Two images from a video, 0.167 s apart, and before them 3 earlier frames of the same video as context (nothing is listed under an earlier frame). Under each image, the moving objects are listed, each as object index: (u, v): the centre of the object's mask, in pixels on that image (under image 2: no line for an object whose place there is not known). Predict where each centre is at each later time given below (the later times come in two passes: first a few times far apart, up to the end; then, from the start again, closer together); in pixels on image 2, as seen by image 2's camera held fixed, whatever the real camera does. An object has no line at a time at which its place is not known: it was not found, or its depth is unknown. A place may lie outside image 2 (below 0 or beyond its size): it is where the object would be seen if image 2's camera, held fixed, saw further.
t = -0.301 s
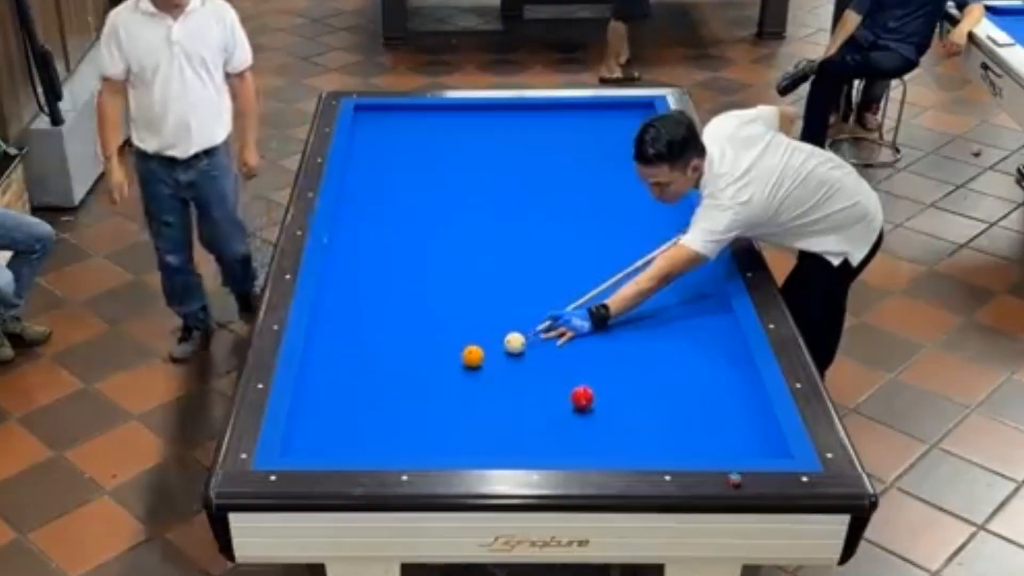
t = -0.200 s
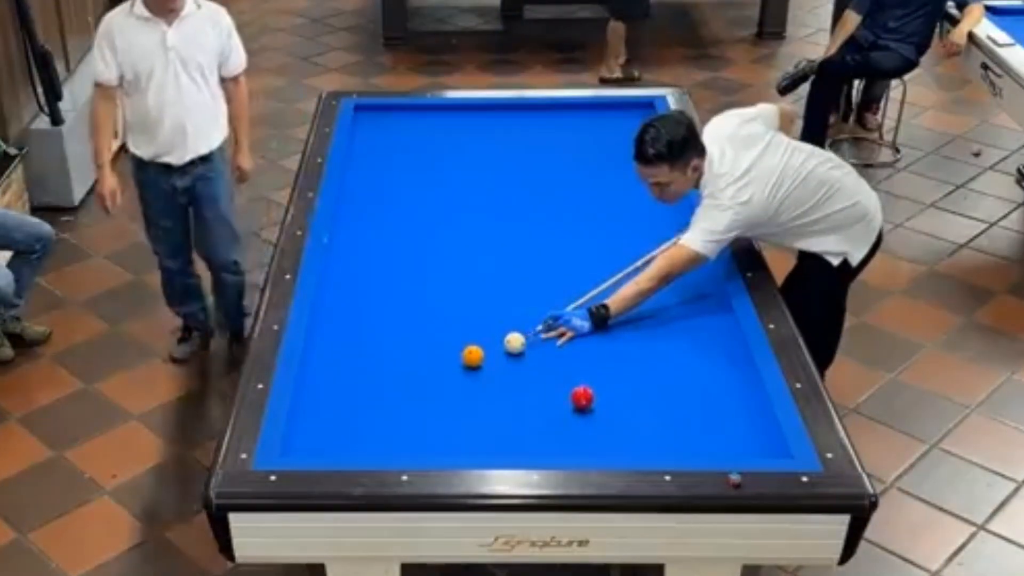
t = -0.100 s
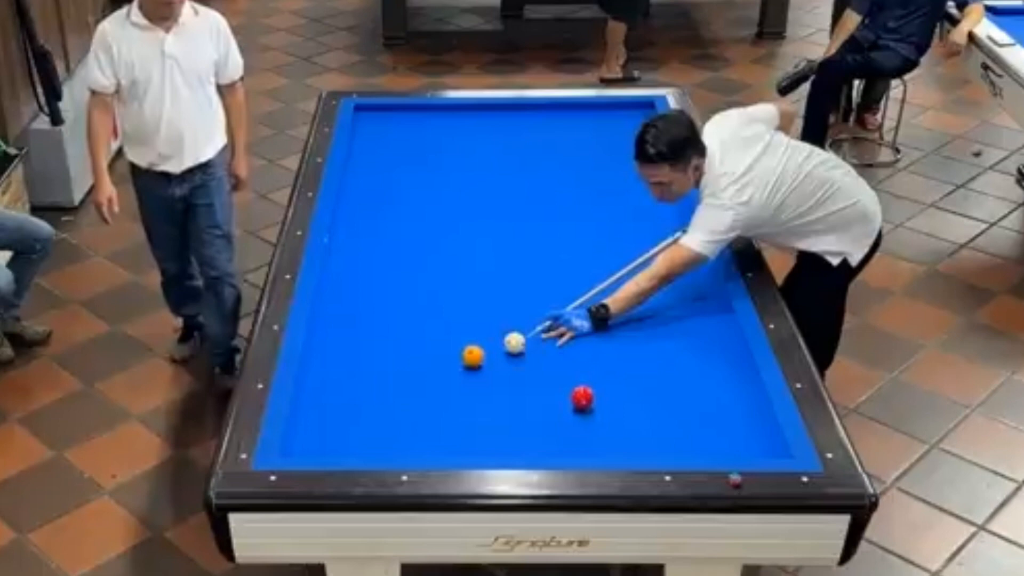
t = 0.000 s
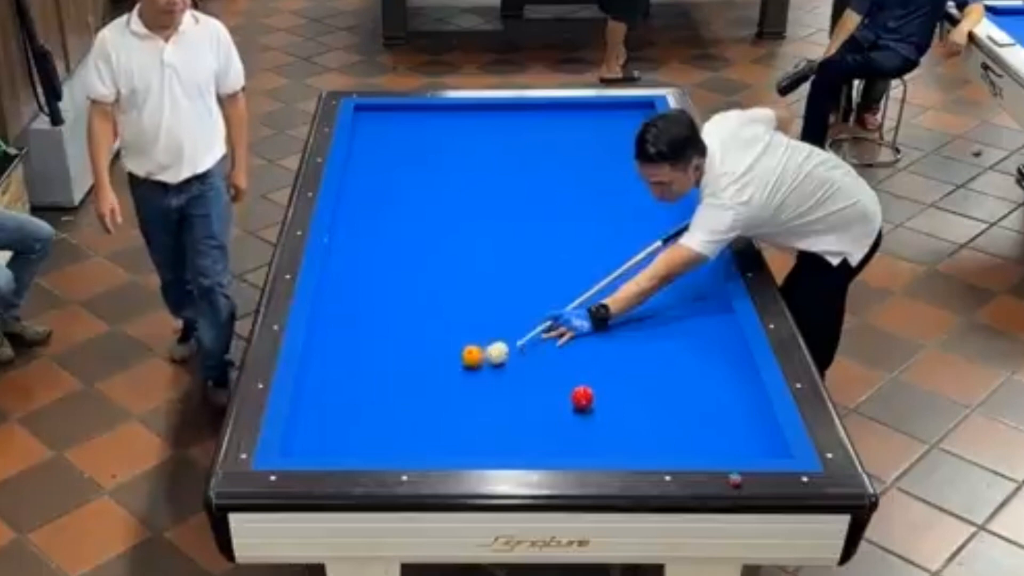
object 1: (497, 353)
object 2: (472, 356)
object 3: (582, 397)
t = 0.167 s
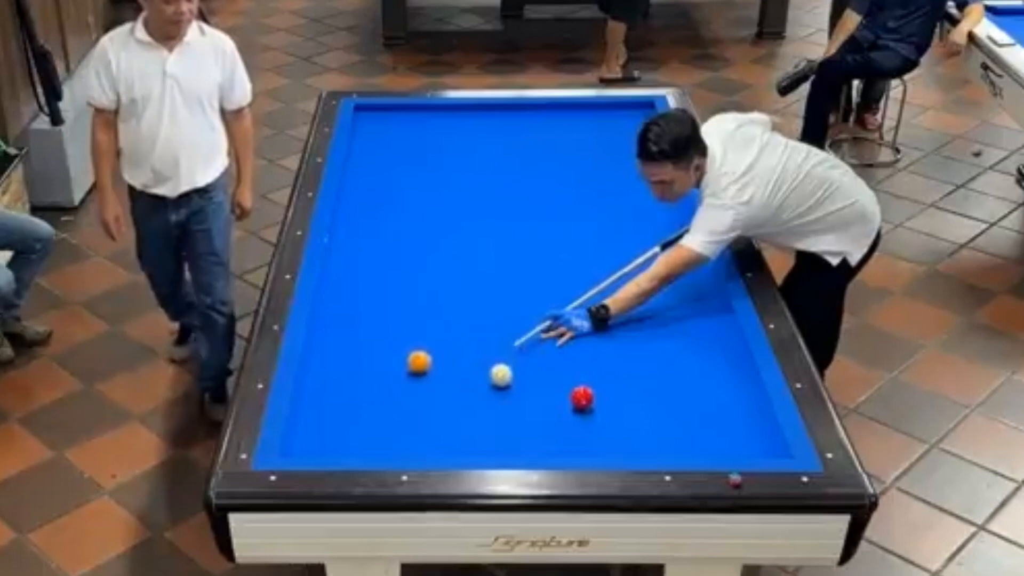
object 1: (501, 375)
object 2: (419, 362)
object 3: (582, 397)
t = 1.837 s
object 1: (602, 408)
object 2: (502, 408)
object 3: (582, 391)
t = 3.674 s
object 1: (693, 391)
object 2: (756, 448)
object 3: (582, 360)
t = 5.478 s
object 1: (727, 385)
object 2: (702, 446)
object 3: (584, 356)
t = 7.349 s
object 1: (728, 385)
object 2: (676, 441)
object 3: (584, 356)
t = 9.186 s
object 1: (728, 385)
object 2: (675, 440)
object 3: (584, 356)
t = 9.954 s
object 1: (728, 385)
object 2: (675, 440)
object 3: (584, 356)
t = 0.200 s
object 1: (502, 378)
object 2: (409, 363)
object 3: (582, 397)
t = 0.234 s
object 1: (504, 382)
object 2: (399, 364)
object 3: (582, 397)
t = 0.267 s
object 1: (505, 386)
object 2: (390, 365)
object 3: (582, 397)
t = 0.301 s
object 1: (506, 389)
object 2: (381, 366)
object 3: (582, 397)
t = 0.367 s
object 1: (509, 396)
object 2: (362, 369)
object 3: (582, 397)
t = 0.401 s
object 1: (511, 400)
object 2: (352, 369)
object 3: (582, 397)
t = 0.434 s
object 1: (512, 404)
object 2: (343, 370)
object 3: (582, 397)
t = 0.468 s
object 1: (513, 407)
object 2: (333, 371)
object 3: (582, 397)
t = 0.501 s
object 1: (515, 411)
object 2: (323, 373)
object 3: (582, 397)
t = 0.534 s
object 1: (516, 415)
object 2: (314, 374)
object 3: (582, 397)
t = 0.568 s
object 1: (518, 419)
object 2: (306, 375)
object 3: (582, 397)
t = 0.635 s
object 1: (521, 426)
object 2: (320, 377)
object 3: (582, 397)
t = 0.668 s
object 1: (522, 430)
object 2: (326, 377)
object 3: (582, 397)
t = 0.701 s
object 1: (524, 434)
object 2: (332, 378)
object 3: (582, 397)
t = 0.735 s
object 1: (526, 438)
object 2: (337, 379)
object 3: (582, 397)
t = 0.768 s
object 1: (527, 442)
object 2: (342, 380)
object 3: (582, 397)
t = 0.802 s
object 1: (529, 444)
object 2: (347, 381)
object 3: (582, 397)
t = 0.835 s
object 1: (531, 448)
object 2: (353, 382)
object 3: (582, 397)
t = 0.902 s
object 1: (535, 448)
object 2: (362, 383)
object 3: (582, 397)
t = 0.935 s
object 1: (538, 446)
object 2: (368, 384)
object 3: (582, 397)
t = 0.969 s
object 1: (540, 445)
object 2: (372, 385)
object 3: (582, 397)
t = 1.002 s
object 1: (543, 443)
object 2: (377, 386)
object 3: (582, 397)
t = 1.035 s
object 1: (545, 442)
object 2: (383, 387)
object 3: (582, 397)
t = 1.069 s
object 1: (548, 440)
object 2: (388, 388)
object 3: (582, 397)
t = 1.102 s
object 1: (550, 438)
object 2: (393, 388)
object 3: (582, 397)
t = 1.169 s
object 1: (555, 434)
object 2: (403, 390)
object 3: (582, 397)
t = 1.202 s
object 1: (558, 432)
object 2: (408, 391)
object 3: (582, 397)
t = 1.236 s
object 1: (560, 430)
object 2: (413, 392)
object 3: (582, 397)
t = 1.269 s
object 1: (563, 429)
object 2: (418, 393)
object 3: (582, 397)
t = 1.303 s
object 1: (565, 427)
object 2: (423, 394)
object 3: (582, 397)
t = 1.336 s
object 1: (567, 425)
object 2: (428, 395)
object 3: (582, 397)
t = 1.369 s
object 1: (569, 423)
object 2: (433, 396)
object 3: (582, 397)
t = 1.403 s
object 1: (572, 422)
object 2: (438, 396)
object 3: (582, 397)
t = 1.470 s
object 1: (576, 418)
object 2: (447, 398)
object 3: (582, 396)
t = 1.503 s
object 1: (579, 417)
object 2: (452, 399)
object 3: (582, 396)
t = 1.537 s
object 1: (580, 415)
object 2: (458, 399)
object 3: (582, 395)
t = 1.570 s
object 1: (583, 413)
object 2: (462, 401)
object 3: (582, 395)
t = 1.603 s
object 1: (585, 412)
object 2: (467, 401)
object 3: (581, 394)
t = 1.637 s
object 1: (588, 411)
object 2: (472, 403)
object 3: (581, 394)
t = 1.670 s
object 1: (590, 410)
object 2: (477, 403)
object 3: (582, 394)
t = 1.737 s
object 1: (594, 409)
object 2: (487, 405)
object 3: (581, 393)
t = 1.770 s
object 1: (597, 409)
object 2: (492, 406)
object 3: (582, 392)
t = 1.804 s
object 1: (599, 408)
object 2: (497, 407)
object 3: (582, 392)
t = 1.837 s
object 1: (602, 408)
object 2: (502, 408)
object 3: (582, 391)
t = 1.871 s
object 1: (603, 407)
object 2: (507, 408)
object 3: (581, 391)
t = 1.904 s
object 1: (605, 407)
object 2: (512, 409)
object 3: (581, 390)
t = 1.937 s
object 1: (607, 407)
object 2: (517, 410)
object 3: (581, 388)
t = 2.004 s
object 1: (611, 406)
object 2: (526, 412)
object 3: (581, 387)
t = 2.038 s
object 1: (613, 405)
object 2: (531, 412)
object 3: (581, 386)
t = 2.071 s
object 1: (615, 405)
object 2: (536, 413)
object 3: (581, 385)
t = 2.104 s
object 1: (617, 404)
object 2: (540, 414)
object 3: (581, 385)
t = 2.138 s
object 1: (620, 404)
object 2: (546, 415)
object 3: (581, 384)
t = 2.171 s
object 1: (621, 404)
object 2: (550, 416)
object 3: (580, 382)
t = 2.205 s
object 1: (624, 403)
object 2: (555, 417)
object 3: (580, 382)
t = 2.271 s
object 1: (627, 402)
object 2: (565, 419)
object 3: (580, 380)
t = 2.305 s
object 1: (630, 402)
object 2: (570, 419)
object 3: (580, 379)
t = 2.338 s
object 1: (631, 402)
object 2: (574, 420)
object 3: (580, 379)
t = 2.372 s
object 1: (633, 402)
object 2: (579, 421)
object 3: (580, 378)
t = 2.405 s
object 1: (635, 401)
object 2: (584, 422)
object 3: (580, 378)
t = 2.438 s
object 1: (637, 401)
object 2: (588, 423)
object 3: (580, 376)
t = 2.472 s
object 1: (639, 401)
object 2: (593, 423)
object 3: (580, 376)
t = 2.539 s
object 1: (642, 399)
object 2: (603, 425)
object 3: (580, 375)
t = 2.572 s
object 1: (644, 399)
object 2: (607, 426)
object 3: (580, 374)
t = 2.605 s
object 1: (646, 399)
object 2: (612, 427)
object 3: (580, 374)
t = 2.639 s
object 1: (648, 399)
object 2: (617, 428)
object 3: (580, 373)
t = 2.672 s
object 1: (650, 398)
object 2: (622, 429)
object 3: (580, 372)
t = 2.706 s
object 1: (651, 398)
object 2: (626, 429)
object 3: (580, 372)
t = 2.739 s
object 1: (653, 398)
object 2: (631, 430)
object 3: (580, 371)
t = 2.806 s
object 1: (656, 397)
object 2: (640, 432)
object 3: (580, 370)
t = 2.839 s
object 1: (658, 397)
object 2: (645, 432)
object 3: (580, 370)
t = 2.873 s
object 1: (659, 396)
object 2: (649, 433)
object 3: (580, 369)
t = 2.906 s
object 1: (660, 396)
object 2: (654, 434)
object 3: (580, 369)
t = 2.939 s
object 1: (662, 396)
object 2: (659, 434)
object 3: (580, 369)
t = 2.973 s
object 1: (664, 396)
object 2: (663, 435)
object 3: (580, 368)
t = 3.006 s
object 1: (665, 396)
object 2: (668, 435)
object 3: (580, 368)
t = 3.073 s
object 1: (669, 395)
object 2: (677, 437)
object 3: (581, 367)
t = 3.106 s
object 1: (670, 395)
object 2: (681, 438)
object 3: (581, 366)
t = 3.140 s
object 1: (672, 395)
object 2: (686, 439)
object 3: (581, 366)
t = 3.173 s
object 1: (673, 394)
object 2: (690, 440)
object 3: (581, 366)
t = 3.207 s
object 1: (675, 395)
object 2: (695, 440)
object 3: (581, 365)
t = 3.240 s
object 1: (676, 394)
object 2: (699, 441)
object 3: (581, 365)
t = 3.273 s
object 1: (677, 394)
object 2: (704, 442)
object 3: (581, 364)
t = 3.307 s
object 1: (679, 394)
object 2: (708, 442)
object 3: (581, 364)
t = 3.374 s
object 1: (682, 393)
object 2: (717, 444)
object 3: (581, 363)
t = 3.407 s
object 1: (683, 393)
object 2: (721, 444)
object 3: (581, 363)
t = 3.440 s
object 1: (684, 393)
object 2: (726, 445)
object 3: (581, 363)
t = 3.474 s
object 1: (685, 393)
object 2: (730, 445)
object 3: (581, 362)
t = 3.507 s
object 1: (687, 392)
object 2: (734, 446)
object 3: (581, 362)
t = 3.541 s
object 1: (688, 392)
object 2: (739, 446)
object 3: (581, 362)
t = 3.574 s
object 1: (689, 392)
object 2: (743, 447)
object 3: (581, 361)
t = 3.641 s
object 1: (692, 391)
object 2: (752, 448)
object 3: (582, 361)
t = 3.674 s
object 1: (693, 391)
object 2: (756, 448)
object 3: (582, 360)
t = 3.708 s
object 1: (694, 391)
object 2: (761, 449)
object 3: (582, 360)
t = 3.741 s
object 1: (695, 391)
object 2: (765, 449)
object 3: (582, 360)
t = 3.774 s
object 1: (696, 391)
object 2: (769, 449)
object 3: (582, 360)
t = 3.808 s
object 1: (697, 391)
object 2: (773, 450)
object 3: (582, 359)
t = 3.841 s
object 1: (698, 390)
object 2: (777, 451)
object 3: (582, 359)
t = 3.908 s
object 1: (701, 390)
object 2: (772, 451)
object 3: (582, 359)
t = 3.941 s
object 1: (702, 390)
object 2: (770, 451)
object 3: (583, 358)
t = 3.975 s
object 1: (703, 390)
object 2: (768, 451)
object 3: (583, 358)
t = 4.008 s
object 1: (704, 390)
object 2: (766, 451)
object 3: (583, 357)
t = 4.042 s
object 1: (705, 390)
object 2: (765, 451)
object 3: (583, 357)
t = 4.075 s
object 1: (706, 389)
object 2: (762, 450)
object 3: (583, 357)
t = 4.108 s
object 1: (706, 389)
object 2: (761, 450)
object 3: (583, 357)
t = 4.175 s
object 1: (708, 389)
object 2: (757, 450)
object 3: (583, 357)
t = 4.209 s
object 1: (709, 389)
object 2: (755, 450)
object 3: (583, 357)
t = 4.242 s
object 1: (710, 389)
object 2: (754, 449)
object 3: (583, 357)
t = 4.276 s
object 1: (711, 389)
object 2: (752, 449)
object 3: (583, 357)
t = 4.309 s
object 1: (712, 388)
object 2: (750, 449)
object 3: (583, 357)
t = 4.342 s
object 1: (713, 388)
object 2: (748, 449)
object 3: (584, 357)
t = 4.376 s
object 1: (713, 388)
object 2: (746, 449)
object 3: (584, 357)
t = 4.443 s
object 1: (715, 388)
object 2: (743, 448)
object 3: (584, 357)
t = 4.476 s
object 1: (716, 388)
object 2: (742, 448)
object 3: (584, 357)
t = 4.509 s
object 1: (716, 388)
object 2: (740, 448)
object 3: (584, 357)
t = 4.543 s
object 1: (717, 388)
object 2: (739, 448)
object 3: (584, 357)
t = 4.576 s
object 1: (718, 387)
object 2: (737, 448)
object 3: (584, 357)
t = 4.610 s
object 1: (718, 387)
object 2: (735, 448)
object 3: (584, 357)
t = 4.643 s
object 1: (719, 387)
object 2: (734, 447)
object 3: (584, 357)
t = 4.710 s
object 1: (720, 387)
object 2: (730, 447)
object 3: (584, 357)
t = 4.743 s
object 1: (721, 387)
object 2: (729, 447)
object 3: (584, 357)
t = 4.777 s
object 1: (721, 386)
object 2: (728, 447)
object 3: (584, 357)
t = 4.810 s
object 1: (722, 386)
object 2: (726, 447)
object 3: (584, 357)
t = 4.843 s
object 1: (722, 386)
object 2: (725, 447)
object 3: (584, 357)
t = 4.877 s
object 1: (723, 386)
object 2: (724, 447)
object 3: (584, 356)
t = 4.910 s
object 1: (723, 386)
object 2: (722, 447)
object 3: (584, 356)
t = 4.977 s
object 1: (724, 386)
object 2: (719, 447)
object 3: (584, 356)
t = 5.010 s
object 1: (724, 386)
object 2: (718, 447)
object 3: (584, 356)
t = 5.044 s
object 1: (725, 386)
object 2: (717, 447)
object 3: (584, 356)
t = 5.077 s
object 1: (725, 386)
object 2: (716, 446)
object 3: (584, 356)
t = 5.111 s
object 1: (726, 386)
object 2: (714, 446)
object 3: (584, 356)
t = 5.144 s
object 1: (726, 386)
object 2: (713, 446)
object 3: (584, 356)
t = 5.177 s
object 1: (726, 385)
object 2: (712, 446)
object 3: (584, 356)
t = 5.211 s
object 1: (726, 385)
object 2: (710, 446)
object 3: (584, 356)
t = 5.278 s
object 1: (727, 385)
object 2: (709, 446)
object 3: (584, 356)
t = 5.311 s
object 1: (727, 385)
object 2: (707, 446)
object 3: (584, 356)
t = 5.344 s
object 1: (727, 385)
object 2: (706, 446)
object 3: (584, 356)
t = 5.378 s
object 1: (727, 385)
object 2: (705, 446)
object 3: (584, 356)
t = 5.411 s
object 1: (727, 385)
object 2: (704, 446)
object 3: (584, 356)
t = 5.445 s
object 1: (727, 385)
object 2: (704, 446)
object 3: (584, 356)
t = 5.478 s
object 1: (727, 385)
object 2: (702, 446)
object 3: (584, 356)
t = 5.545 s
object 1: (727, 385)
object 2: (700, 445)
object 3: (584, 356)
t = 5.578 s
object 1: (728, 384)
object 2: (699, 445)
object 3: (584, 356)
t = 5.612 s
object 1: (728, 384)
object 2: (698, 445)
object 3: (584, 356)
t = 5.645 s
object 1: (728, 384)
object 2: (696, 445)
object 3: (584, 356)
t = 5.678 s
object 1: (728, 384)
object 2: (696, 445)
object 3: (584, 356)
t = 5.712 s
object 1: (728, 384)
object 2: (695, 445)
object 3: (584, 356)
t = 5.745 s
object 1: (728, 384)
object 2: (694, 445)
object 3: (584, 356)
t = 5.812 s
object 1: (728, 384)
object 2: (693, 444)
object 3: (584, 356)
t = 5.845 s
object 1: (728, 384)
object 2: (692, 444)
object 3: (584, 356)
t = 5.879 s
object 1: (728, 385)
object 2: (691, 444)
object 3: (584, 356)
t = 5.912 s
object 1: (728, 385)
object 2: (690, 444)
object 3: (584, 356)
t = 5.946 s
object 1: (728, 385)
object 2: (689, 444)
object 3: (584, 356)
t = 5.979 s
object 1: (728, 385)
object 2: (688, 444)
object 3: (584, 356)
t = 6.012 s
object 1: (728, 385)
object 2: (687, 444)
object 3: (584, 356)
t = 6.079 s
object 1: (728, 385)
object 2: (686, 444)
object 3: (584, 356)
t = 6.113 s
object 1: (728, 385)
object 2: (686, 444)
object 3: (584, 356)
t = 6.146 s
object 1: (728, 385)
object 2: (685, 444)
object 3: (584, 356)
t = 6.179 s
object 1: (728, 385)
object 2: (684, 443)
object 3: (584, 356)
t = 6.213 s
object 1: (728, 385)
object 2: (684, 443)
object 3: (584, 356)
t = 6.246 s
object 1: (728, 385)
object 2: (683, 443)
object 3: (584, 356)
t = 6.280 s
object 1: (728, 385)
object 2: (683, 443)
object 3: (584, 356)
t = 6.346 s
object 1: (728, 385)
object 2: (682, 443)
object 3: (584, 356)
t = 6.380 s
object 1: (728, 385)
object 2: (681, 443)
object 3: (584, 356)
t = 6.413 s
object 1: (728, 385)
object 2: (681, 443)
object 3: (584, 356)
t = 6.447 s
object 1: (728, 385)
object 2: (681, 443)
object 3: (584, 356)
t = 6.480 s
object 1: (728, 385)
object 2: (680, 443)
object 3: (584, 356)
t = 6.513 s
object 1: (728, 385)
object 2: (680, 443)
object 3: (584, 356)
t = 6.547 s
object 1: (728, 385)
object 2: (679, 443)
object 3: (584, 356)
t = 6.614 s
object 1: (728, 385)
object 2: (679, 442)
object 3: (584, 356)
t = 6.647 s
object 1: (728, 385)
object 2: (679, 442)
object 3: (584, 356)
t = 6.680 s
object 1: (728, 385)
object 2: (678, 442)
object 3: (584, 356)
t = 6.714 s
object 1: (728, 385)
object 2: (678, 442)
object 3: (584, 356)
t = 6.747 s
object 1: (728, 385)
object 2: (678, 442)
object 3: (584, 356)
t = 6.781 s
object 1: (728, 385)
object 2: (678, 442)
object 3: (584, 356)
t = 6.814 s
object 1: (728, 385)
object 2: (677, 442)
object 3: (584, 356)
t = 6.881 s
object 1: (728, 385)
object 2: (677, 442)
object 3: (584, 356)
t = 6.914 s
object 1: (728, 385)
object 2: (676, 441)
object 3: (584, 356)
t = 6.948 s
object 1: (728, 385)
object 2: (676, 441)
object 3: (584, 356)
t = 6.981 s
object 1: (728, 385)
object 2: (676, 441)
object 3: (584, 356)
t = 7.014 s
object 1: (728, 385)
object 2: (676, 441)
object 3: (584, 356)
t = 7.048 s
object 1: (728, 385)
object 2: (676, 441)
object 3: (584, 356)
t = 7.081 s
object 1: (728, 385)
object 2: (676, 441)
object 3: (584, 356)
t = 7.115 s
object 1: (728, 385)
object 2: (676, 441)
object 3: (584, 356)
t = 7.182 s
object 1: (728, 385)
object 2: (676, 441)
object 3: (584, 356)
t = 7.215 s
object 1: (728, 385)
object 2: (676, 441)
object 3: (584, 356)
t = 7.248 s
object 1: (728, 385)
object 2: (676, 441)
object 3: (584, 356)
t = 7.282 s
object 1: (728, 385)
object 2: (675, 441)
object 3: (584, 356)
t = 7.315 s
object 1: (728, 385)
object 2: (676, 441)
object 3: (584, 356)
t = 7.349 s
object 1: (728, 385)
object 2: (676, 441)
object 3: (584, 356)
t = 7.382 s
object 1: (728, 385)
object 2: (676, 441)
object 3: (584, 356)
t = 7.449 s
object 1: (728, 385)
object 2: (675, 441)
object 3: (584, 356)
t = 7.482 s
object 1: (728, 385)
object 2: (675, 441)
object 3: (584, 356)
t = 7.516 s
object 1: (728, 385)
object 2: (676, 441)
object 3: (584, 356)
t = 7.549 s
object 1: (728, 385)
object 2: (676, 441)
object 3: (584, 356)
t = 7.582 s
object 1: (728, 385)
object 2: (675, 440)
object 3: (584, 356)
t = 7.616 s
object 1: (728, 385)
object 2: (675, 440)
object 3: (584, 356)
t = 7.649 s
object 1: (728, 385)
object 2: (675, 440)
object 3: (584, 356)
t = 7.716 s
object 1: (728, 385)
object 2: (675, 440)
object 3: (584, 356)
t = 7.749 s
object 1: (728, 385)
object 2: (675, 440)
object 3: (584, 356)
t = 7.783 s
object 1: (728, 385)
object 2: (675, 440)
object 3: (584, 356)
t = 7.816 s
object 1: (728, 385)
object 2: (675, 440)
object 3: (584, 356)
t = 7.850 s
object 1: (728, 385)
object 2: (675, 440)
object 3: (584, 356)
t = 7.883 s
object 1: (728, 385)
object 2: (675, 440)
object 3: (584, 356)
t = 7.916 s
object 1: (728, 385)
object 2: (675, 440)
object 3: (584, 356)
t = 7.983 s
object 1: (728, 385)
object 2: (675, 440)
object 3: (584, 356)
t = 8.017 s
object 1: (728, 385)
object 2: (675, 440)
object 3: (584, 356)
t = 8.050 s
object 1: (728, 385)
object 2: (675, 440)
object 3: (584, 356)
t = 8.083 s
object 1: (728, 385)
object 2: (675, 440)
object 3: (584, 356)
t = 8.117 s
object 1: (728, 385)
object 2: (675, 440)
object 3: (584, 356)
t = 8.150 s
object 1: (728, 385)
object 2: (675, 440)
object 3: (584, 356)
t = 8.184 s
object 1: (728, 385)
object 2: (675, 440)
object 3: (584, 356)
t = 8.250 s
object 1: (728, 385)
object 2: (675, 440)
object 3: (584, 356)
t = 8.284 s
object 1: (728, 385)
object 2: (675, 440)
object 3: (584, 356)
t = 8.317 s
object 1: (728, 385)
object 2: (675, 440)
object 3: (584, 356)
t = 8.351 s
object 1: (728, 385)
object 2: (675, 440)
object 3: (584, 356)
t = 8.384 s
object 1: (728, 385)
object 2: (675, 440)
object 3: (584, 356)
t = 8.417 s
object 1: (728, 385)
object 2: (675, 440)
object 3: (584, 356)
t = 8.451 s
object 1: (728, 385)
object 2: (675, 440)
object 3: (584, 356)
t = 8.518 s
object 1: (728, 385)
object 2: (675, 440)
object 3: (584, 356)
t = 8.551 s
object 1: (728, 385)
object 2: (675, 440)
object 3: (584, 356)
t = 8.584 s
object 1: (728, 385)
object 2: (675, 440)
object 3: (584, 356)
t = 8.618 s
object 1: (728, 385)
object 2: (675, 440)
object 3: (584, 356)
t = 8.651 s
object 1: (728, 385)
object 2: (675, 440)
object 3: (584, 356)
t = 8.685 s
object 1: (728, 385)
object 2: (675, 440)
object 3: (584, 356)
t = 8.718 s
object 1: (728, 385)
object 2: (675, 440)
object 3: (584, 356)
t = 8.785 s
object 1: (728, 385)
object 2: (675, 440)
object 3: (584, 356)
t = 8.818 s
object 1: (728, 385)
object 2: (675, 440)
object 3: (584, 356)
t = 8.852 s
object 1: (728, 385)
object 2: (675, 440)
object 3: (584, 356)
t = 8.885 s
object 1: (728, 385)
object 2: (675, 440)
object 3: (584, 356)
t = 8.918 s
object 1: (728, 385)
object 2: (675, 440)
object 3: (584, 356)
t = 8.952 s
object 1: (728, 385)
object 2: (675, 440)
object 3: (584, 356)
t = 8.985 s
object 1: (728, 385)
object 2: (675, 440)
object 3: (584, 356)
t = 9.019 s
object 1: (728, 385)
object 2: (675, 440)
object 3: (584, 356)
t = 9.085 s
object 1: (728, 385)
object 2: (675, 440)
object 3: (584, 356)
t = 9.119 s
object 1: (728, 385)
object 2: (675, 440)
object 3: (584, 356)
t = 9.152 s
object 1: (728, 385)
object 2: (675, 440)
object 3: (584, 356)
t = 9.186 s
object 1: (728, 385)
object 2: (675, 440)
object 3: (584, 356)
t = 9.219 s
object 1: (728, 385)
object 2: (675, 440)
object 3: (584, 356)
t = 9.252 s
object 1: (728, 385)
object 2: (675, 440)
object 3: (584, 356)
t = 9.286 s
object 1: (728, 385)
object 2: (675, 440)
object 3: (584, 356)
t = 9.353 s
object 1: (728, 385)
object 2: (675, 440)
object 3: (584, 356)
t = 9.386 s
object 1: (728, 385)
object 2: (675, 440)
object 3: (584, 356)
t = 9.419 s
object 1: (728, 385)
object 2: (675, 440)
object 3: (584, 356)
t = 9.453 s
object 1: (728, 385)
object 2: (675, 440)
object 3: (584, 356)
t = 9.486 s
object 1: (728, 385)
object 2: (675, 440)
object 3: (584, 356)
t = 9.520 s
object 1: (728, 385)
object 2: (675, 440)
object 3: (584, 356)
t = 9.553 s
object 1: (728, 385)
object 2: (675, 440)
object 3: (584, 356)
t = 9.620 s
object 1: (728, 385)
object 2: (675, 440)
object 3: (584, 356)
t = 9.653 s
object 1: (728, 385)
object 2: (675, 440)
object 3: (584, 356)
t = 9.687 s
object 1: (728, 385)
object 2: (675, 440)
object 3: (584, 356)
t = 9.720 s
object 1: (728, 385)
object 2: (675, 440)
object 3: (584, 356)
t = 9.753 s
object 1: (728, 385)
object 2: (675, 440)
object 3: (584, 356)
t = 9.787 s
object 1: (728, 385)
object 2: (675, 440)
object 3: (584, 356)
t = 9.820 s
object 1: (728, 385)
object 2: (675, 440)
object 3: (584, 356)
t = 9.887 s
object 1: (728, 385)
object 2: (674, 440)
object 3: (584, 356)
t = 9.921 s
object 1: (728, 385)
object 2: (674, 440)
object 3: (584, 356)
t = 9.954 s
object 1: (728, 385)
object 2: (675, 440)
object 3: (584, 356)
